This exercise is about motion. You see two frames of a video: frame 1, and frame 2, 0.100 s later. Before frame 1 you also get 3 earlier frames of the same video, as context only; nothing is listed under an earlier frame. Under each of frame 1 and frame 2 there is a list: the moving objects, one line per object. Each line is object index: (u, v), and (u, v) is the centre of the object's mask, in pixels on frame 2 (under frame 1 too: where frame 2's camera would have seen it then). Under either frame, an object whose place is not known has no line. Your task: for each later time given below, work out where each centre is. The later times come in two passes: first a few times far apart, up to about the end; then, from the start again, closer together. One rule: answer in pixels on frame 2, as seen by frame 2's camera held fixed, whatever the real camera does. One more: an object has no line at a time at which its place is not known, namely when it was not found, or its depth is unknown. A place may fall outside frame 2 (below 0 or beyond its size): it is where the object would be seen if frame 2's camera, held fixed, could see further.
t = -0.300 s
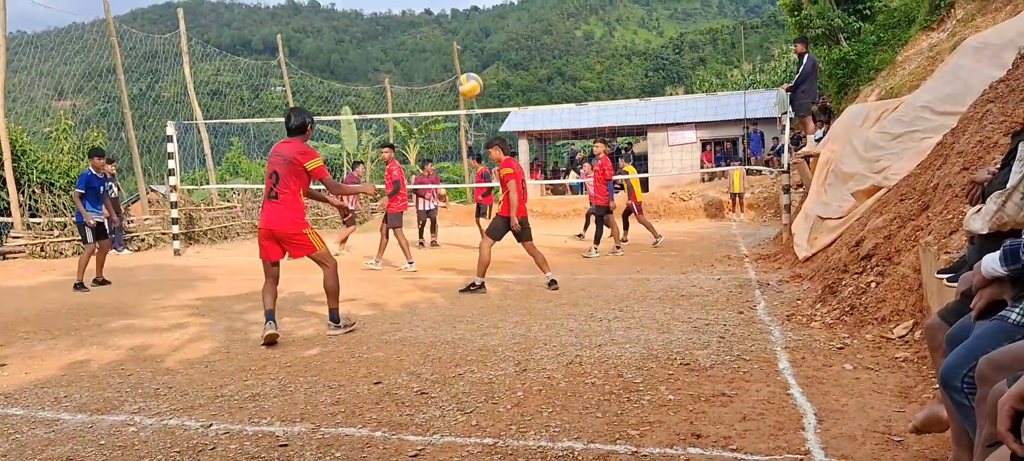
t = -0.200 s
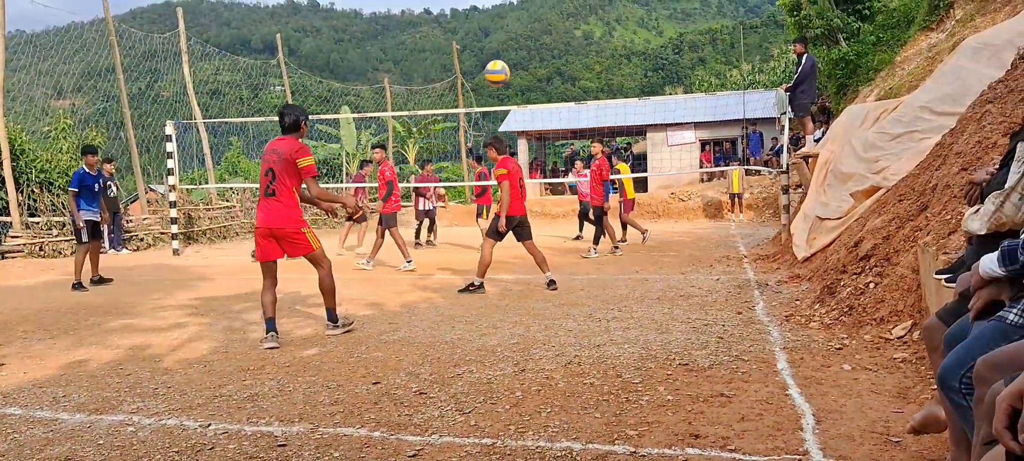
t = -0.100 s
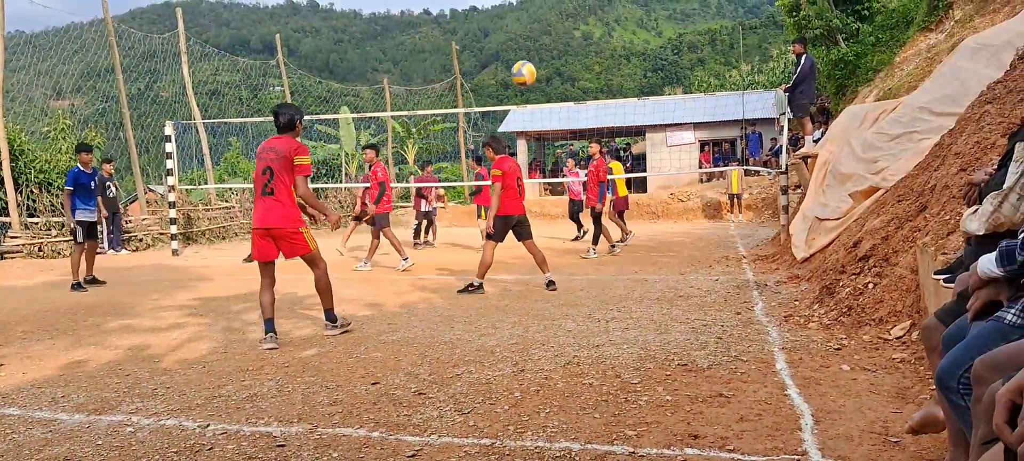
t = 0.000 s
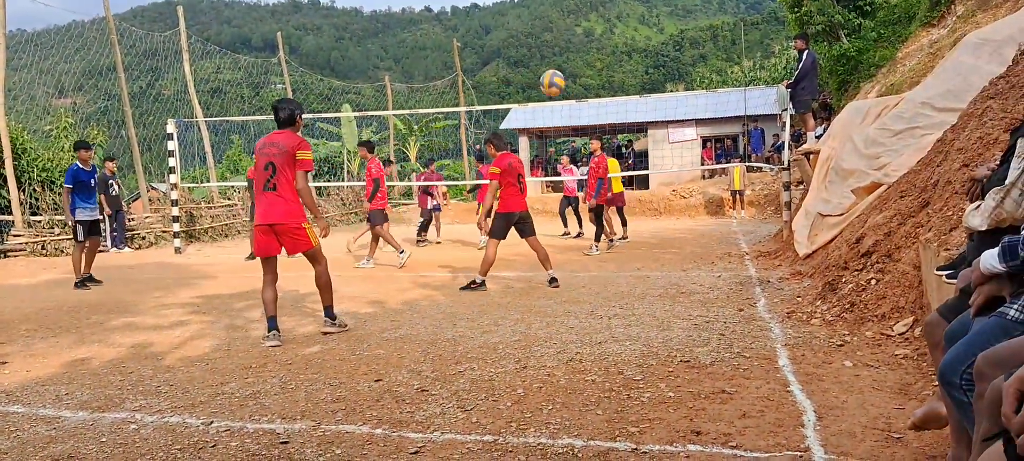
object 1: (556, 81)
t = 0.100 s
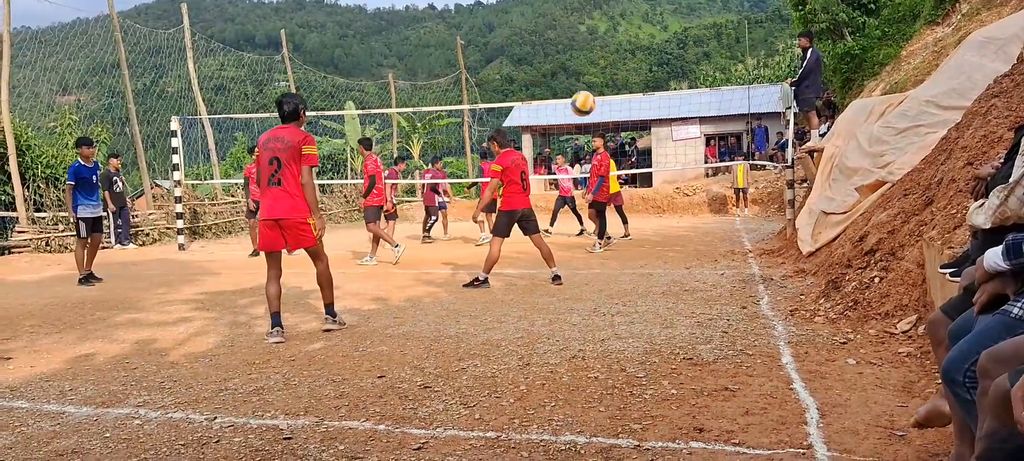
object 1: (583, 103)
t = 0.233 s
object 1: (618, 152)
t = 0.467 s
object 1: (677, 279)
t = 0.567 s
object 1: (704, 243)
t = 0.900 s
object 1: (810, 140)
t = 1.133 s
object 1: (898, 145)
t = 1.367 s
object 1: (925, 149)
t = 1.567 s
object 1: (911, 164)
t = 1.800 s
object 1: (891, 267)
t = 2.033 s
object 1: (892, 284)
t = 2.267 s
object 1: (904, 303)
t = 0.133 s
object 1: (591, 115)
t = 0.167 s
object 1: (601, 125)
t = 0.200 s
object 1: (610, 138)
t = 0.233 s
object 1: (618, 152)
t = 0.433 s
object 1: (668, 257)
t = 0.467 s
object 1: (677, 279)
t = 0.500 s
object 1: (686, 277)
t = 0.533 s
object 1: (694, 260)
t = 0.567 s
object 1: (704, 243)
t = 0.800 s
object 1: (777, 158)
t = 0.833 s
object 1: (788, 152)
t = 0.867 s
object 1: (799, 145)
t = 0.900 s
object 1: (810, 140)
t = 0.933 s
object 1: (822, 136)
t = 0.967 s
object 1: (834, 134)
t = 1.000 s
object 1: (847, 132)
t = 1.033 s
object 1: (860, 133)
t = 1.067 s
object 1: (873, 135)
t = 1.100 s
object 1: (885, 139)
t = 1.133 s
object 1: (898, 145)
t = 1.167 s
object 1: (911, 152)
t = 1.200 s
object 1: (923, 162)
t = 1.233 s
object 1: (935, 167)
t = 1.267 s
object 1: (932, 160)
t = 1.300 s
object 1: (928, 156)
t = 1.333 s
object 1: (927, 152)
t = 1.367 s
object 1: (925, 149)
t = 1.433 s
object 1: (920, 150)
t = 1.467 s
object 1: (918, 150)
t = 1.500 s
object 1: (916, 153)
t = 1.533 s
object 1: (914, 157)
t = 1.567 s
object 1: (911, 164)
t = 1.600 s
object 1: (907, 178)
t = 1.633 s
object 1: (904, 186)
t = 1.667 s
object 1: (901, 197)
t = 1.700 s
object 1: (898, 213)
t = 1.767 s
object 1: (893, 248)
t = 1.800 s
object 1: (891, 267)
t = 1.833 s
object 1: (888, 289)
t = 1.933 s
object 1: (889, 300)
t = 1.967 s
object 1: (891, 292)
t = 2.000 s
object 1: (891, 288)
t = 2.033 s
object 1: (892, 284)
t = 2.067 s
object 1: (895, 278)
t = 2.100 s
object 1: (895, 278)
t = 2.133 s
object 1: (897, 278)
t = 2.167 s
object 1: (898, 281)
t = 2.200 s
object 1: (901, 286)
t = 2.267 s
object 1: (904, 303)
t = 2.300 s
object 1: (905, 316)
